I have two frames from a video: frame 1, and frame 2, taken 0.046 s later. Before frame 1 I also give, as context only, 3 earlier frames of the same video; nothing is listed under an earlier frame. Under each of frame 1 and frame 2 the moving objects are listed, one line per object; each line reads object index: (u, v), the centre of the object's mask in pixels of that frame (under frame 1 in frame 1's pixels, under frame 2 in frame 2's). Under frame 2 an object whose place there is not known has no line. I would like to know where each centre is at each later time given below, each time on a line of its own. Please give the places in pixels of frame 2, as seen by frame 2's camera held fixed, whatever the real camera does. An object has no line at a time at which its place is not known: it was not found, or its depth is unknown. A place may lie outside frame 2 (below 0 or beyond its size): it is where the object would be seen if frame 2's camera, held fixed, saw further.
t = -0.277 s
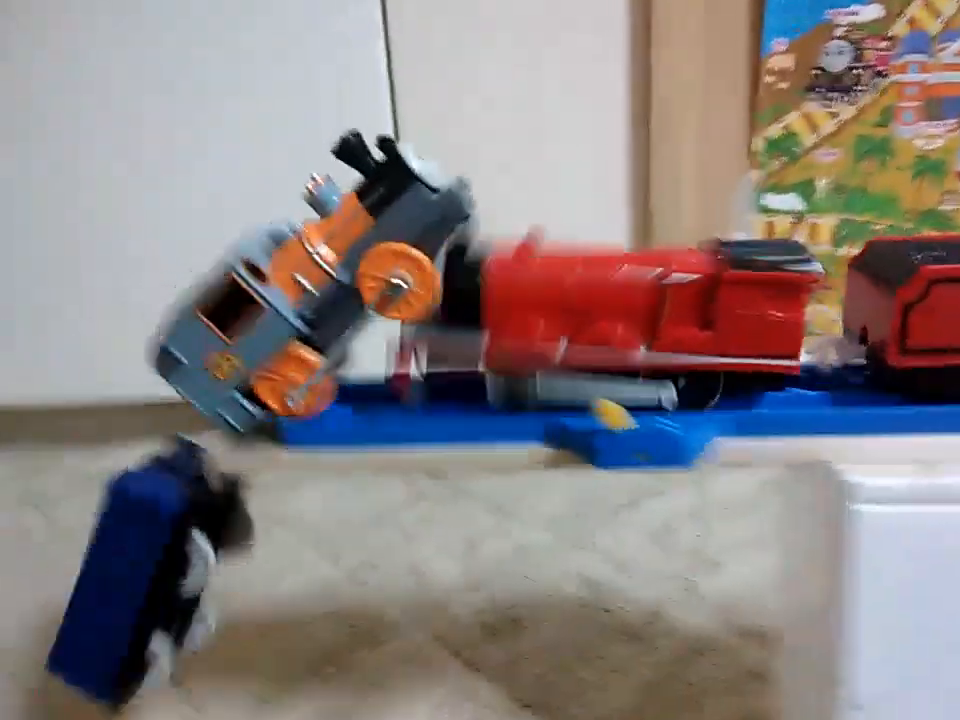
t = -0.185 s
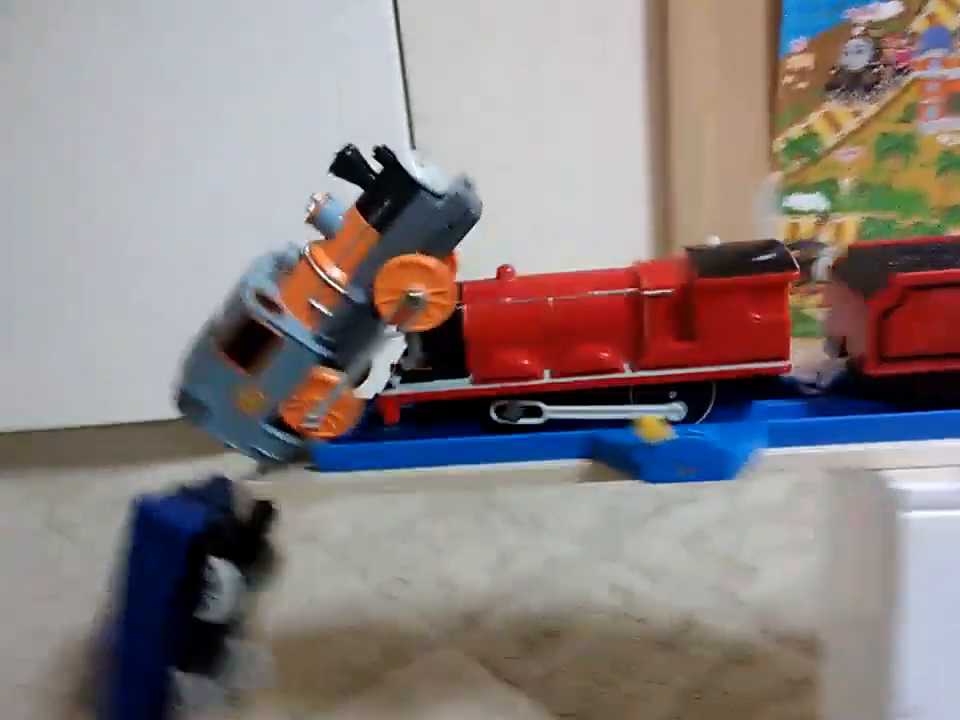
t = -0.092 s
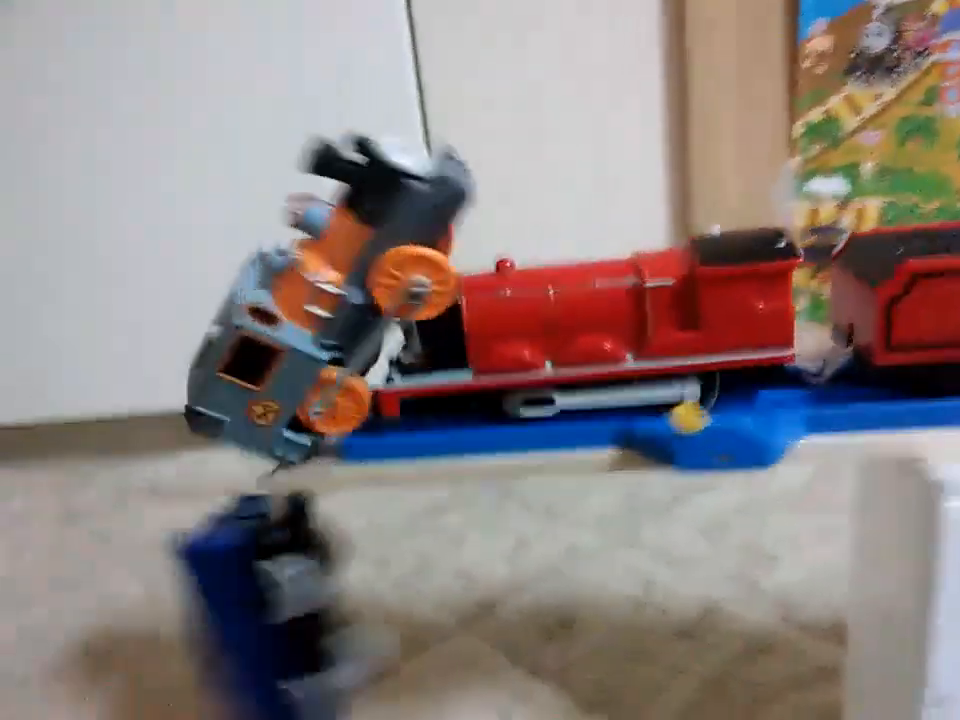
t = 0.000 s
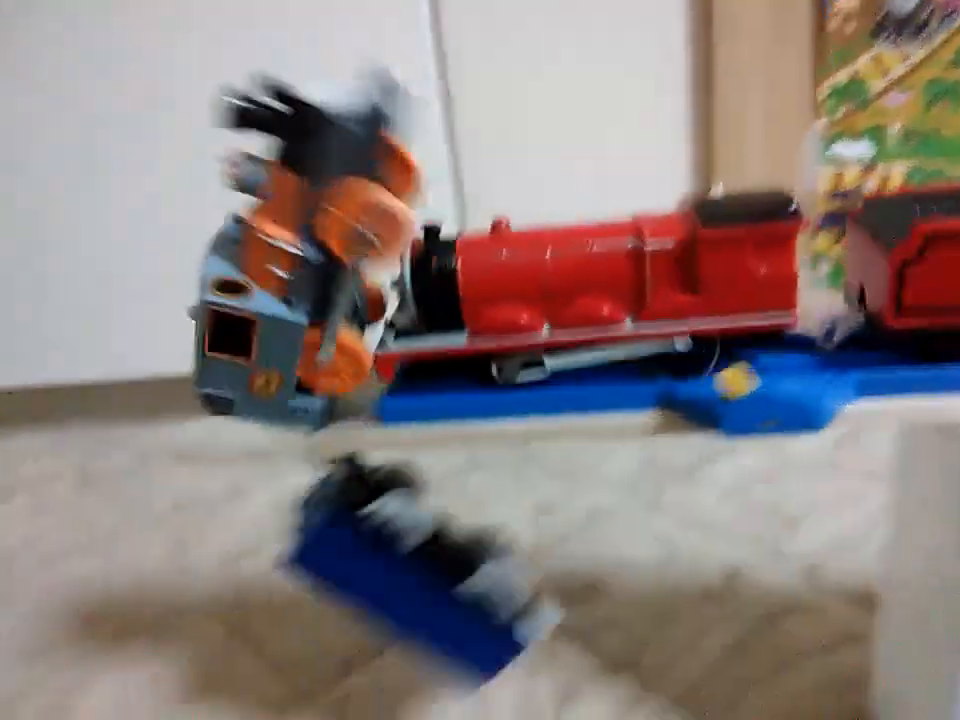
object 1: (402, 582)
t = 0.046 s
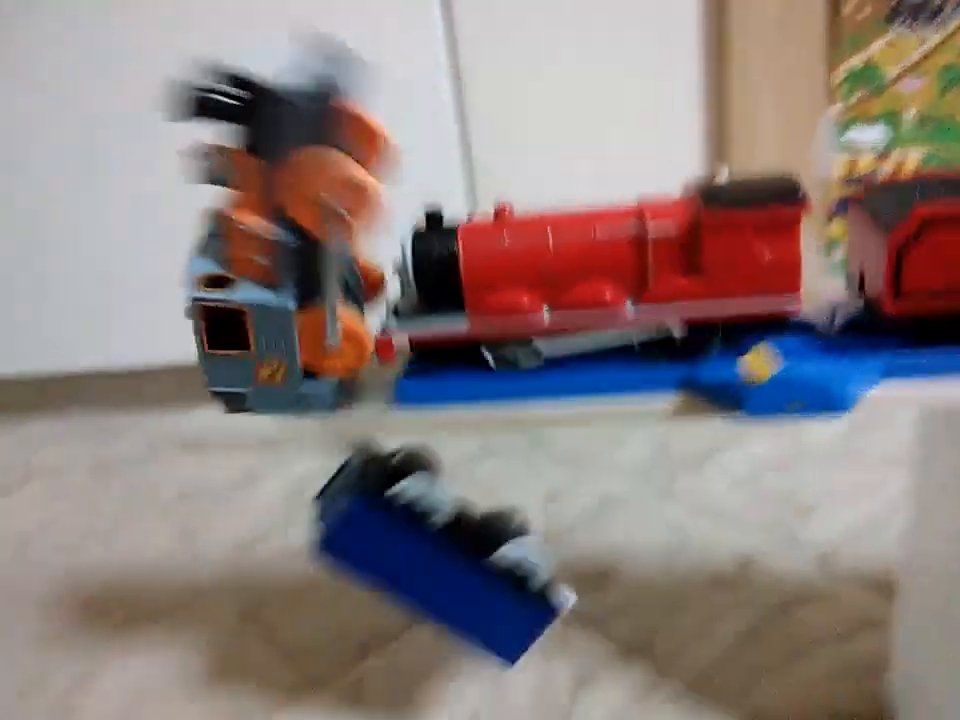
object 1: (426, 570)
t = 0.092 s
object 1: (431, 564)
